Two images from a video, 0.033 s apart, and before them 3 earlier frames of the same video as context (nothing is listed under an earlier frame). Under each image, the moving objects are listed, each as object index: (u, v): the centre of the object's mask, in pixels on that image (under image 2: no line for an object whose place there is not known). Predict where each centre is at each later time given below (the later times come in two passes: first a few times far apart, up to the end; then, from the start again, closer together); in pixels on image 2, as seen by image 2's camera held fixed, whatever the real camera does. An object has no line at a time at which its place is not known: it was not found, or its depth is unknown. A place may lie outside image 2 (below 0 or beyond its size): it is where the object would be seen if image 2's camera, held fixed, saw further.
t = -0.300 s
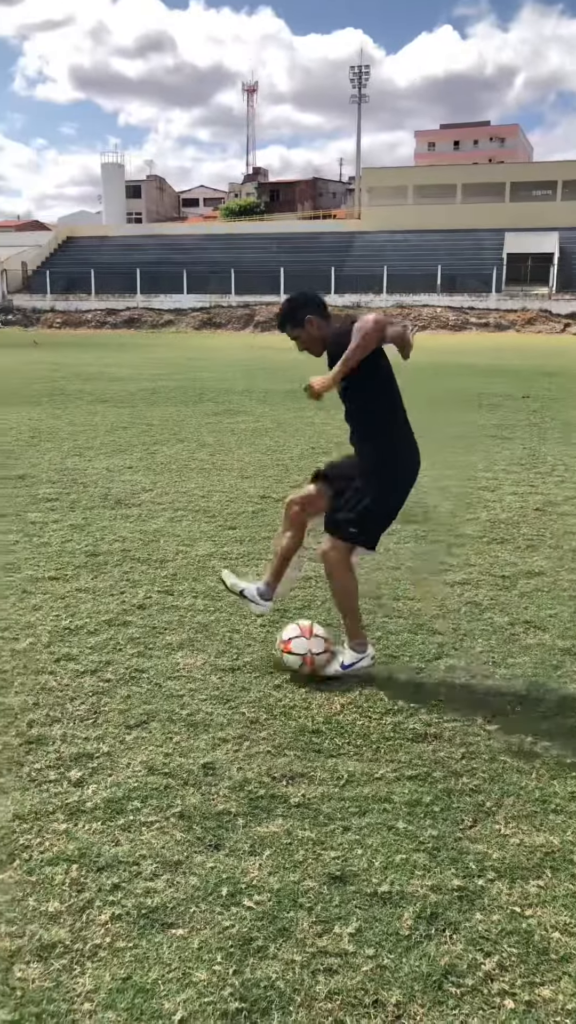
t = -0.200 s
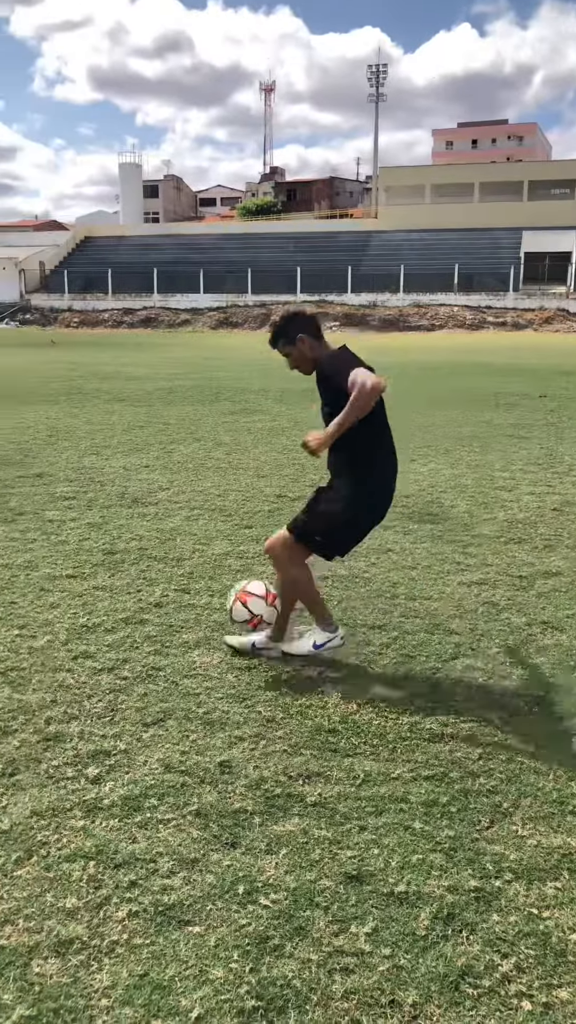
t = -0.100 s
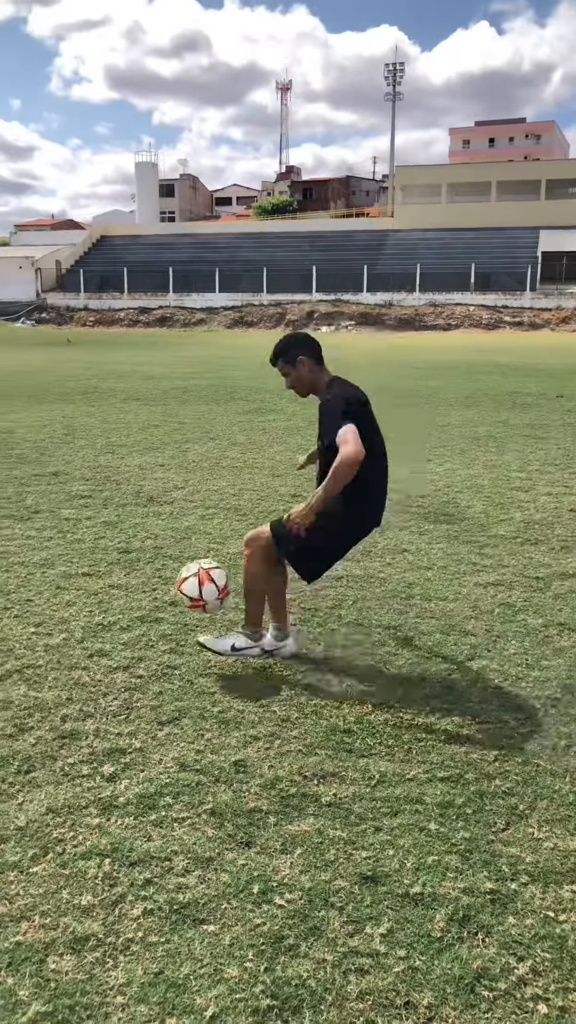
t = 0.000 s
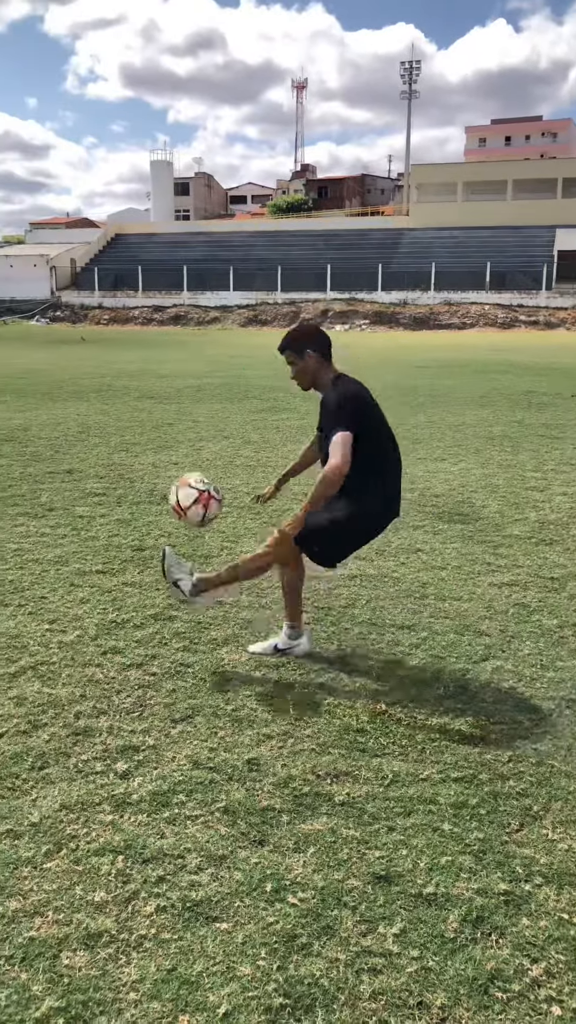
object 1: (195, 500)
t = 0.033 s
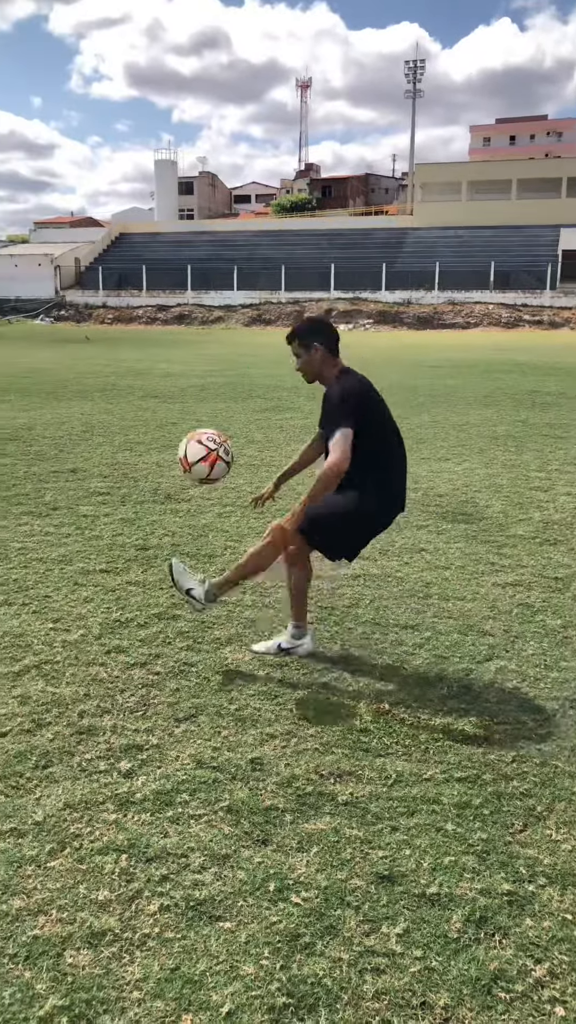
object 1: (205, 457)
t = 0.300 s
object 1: (257, 192)
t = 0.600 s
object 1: (317, 111)
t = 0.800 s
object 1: (349, 201)
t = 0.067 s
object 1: (211, 416)
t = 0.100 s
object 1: (217, 376)
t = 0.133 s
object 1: (223, 340)
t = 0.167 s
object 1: (230, 305)
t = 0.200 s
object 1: (238, 273)
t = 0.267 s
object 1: (251, 215)
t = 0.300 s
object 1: (257, 192)
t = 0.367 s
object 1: (273, 153)
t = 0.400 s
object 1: (277, 137)
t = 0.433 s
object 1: (287, 125)
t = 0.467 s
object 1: (294, 116)
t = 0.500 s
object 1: (301, 110)
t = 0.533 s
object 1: (307, 107)
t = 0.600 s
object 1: (317, 111)
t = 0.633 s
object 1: (324, 119)
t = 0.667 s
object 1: (330, 130)
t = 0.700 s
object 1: (335, 142)
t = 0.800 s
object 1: (349, 201)
